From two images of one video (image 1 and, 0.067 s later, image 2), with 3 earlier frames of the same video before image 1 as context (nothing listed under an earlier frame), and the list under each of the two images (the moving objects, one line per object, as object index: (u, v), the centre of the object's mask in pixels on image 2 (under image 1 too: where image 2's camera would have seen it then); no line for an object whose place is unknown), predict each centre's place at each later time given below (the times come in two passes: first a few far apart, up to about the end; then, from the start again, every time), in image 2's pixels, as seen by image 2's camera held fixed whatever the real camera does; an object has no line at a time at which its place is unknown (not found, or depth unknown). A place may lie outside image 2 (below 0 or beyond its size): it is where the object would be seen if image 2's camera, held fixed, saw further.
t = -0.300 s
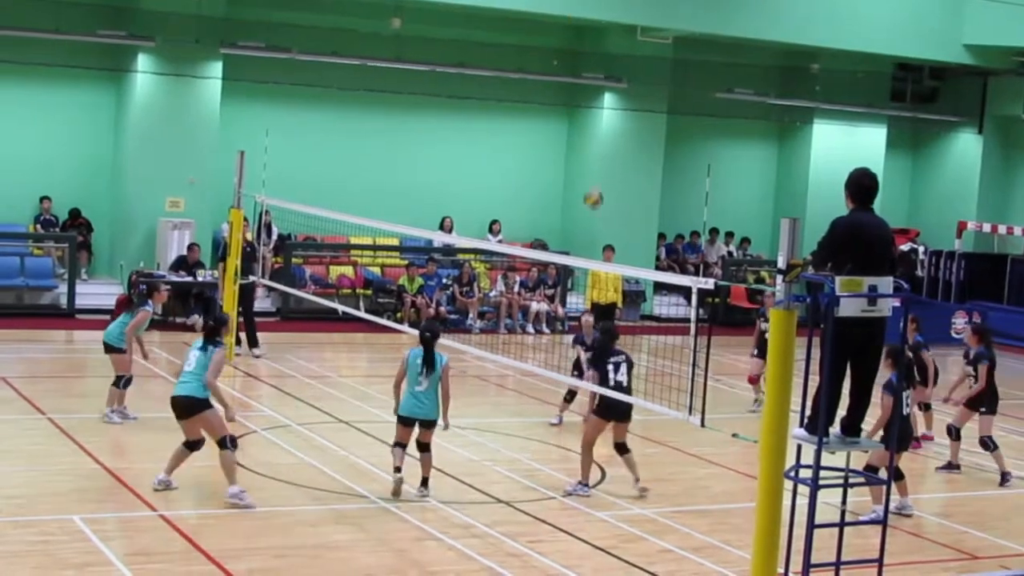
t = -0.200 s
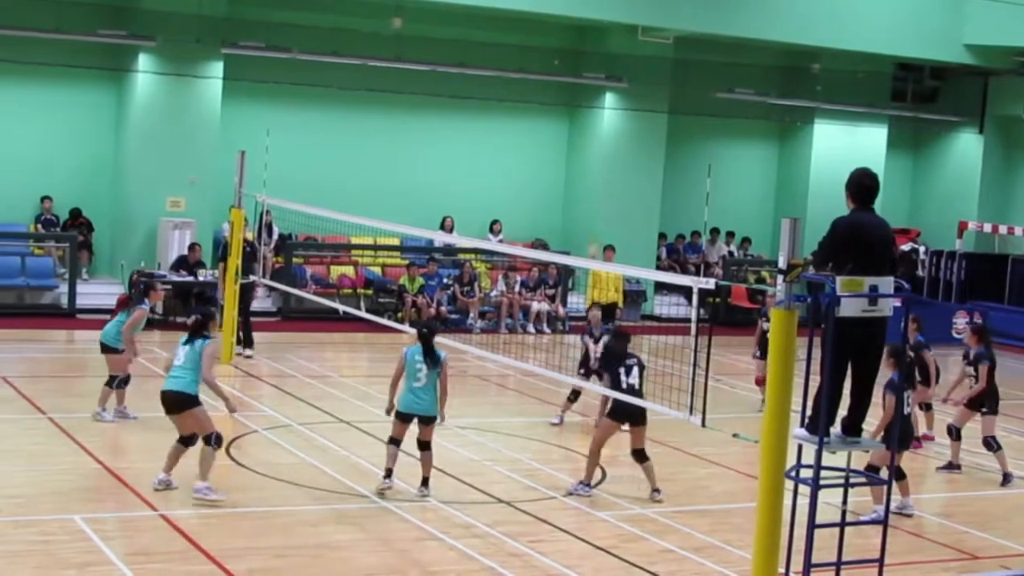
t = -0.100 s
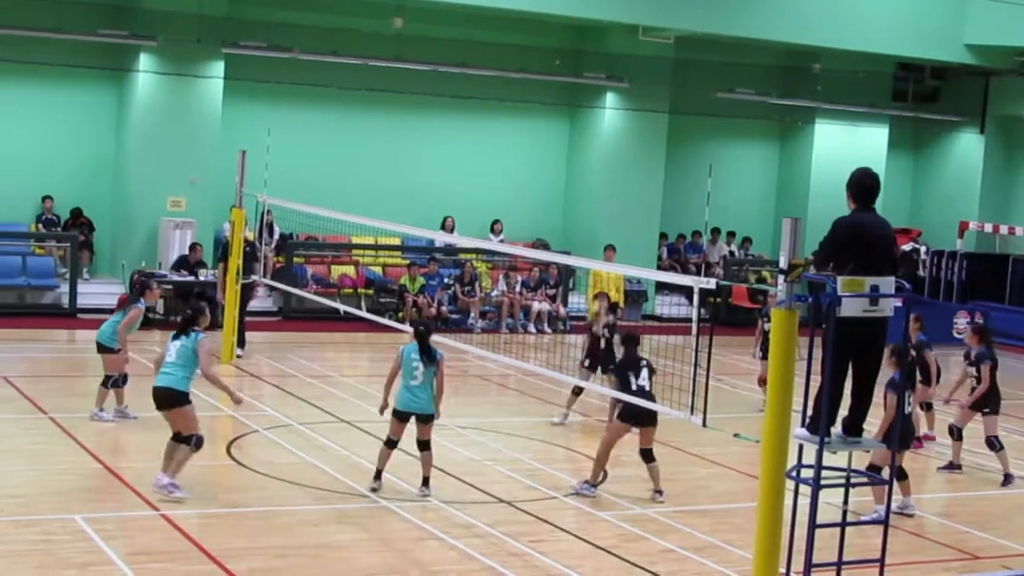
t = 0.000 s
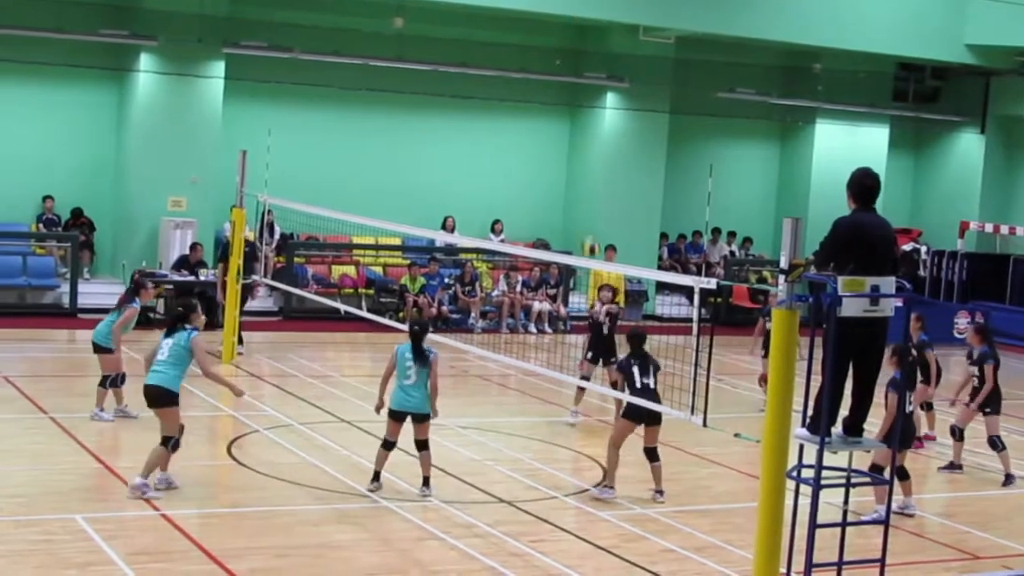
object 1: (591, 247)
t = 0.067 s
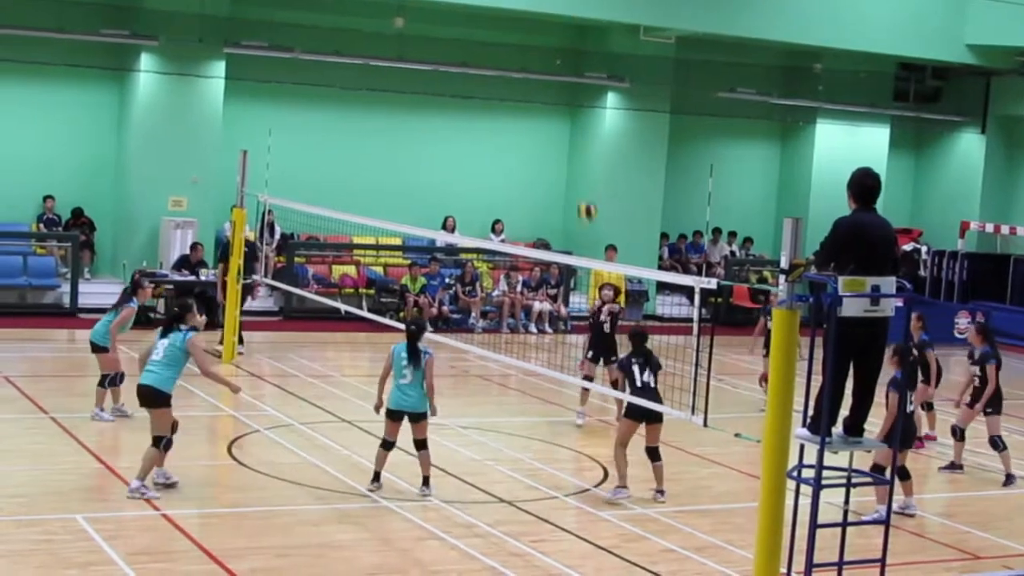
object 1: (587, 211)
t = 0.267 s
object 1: (575, 117)
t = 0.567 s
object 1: (548, 47)
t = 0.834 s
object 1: (522, 55)
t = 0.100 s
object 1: (585, 194)
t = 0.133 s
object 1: (583, 176)
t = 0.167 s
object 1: (581, 160)
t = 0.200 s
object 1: (579, 143)
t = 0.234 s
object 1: (576, 130)
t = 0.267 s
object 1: (575, 117)
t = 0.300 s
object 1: (571, 105)
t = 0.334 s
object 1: (569, 93)
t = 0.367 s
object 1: (566, 83)
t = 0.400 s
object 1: (563, 74)
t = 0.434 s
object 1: (560, 67)
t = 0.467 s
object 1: (557, 60)
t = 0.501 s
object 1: (554, 54)
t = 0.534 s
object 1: (551, 51)
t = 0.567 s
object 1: (548, 47)
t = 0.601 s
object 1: (546, 44)
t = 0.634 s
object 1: (543, 42)
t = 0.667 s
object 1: (540, 42)
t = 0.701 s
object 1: (537, 43)
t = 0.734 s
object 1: (533, 43)
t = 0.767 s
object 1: (529, 46)
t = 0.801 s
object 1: (526, 51)
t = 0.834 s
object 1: (522, 55)
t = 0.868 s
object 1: (519, 61)
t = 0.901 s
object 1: (516, 67)
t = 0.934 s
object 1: (511, 77)
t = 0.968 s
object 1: (508, 87)
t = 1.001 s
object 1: (505, 96)
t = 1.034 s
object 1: (500, 108)
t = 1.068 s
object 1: (497, 120)
